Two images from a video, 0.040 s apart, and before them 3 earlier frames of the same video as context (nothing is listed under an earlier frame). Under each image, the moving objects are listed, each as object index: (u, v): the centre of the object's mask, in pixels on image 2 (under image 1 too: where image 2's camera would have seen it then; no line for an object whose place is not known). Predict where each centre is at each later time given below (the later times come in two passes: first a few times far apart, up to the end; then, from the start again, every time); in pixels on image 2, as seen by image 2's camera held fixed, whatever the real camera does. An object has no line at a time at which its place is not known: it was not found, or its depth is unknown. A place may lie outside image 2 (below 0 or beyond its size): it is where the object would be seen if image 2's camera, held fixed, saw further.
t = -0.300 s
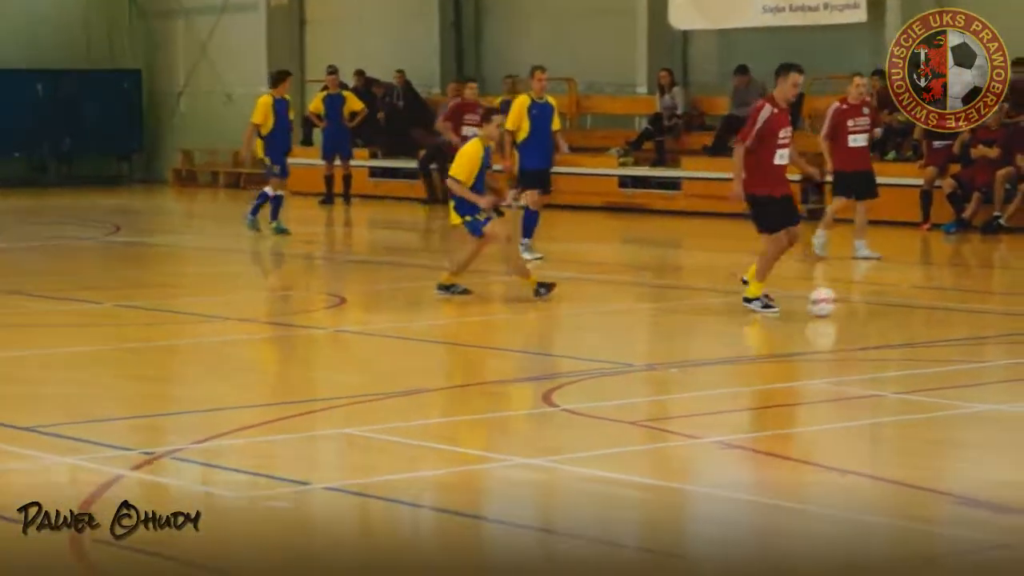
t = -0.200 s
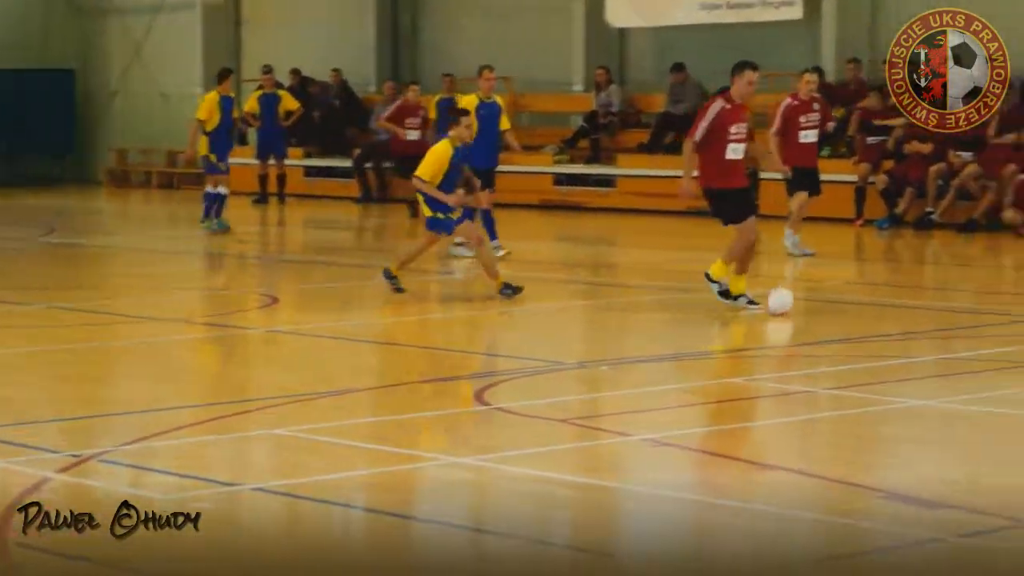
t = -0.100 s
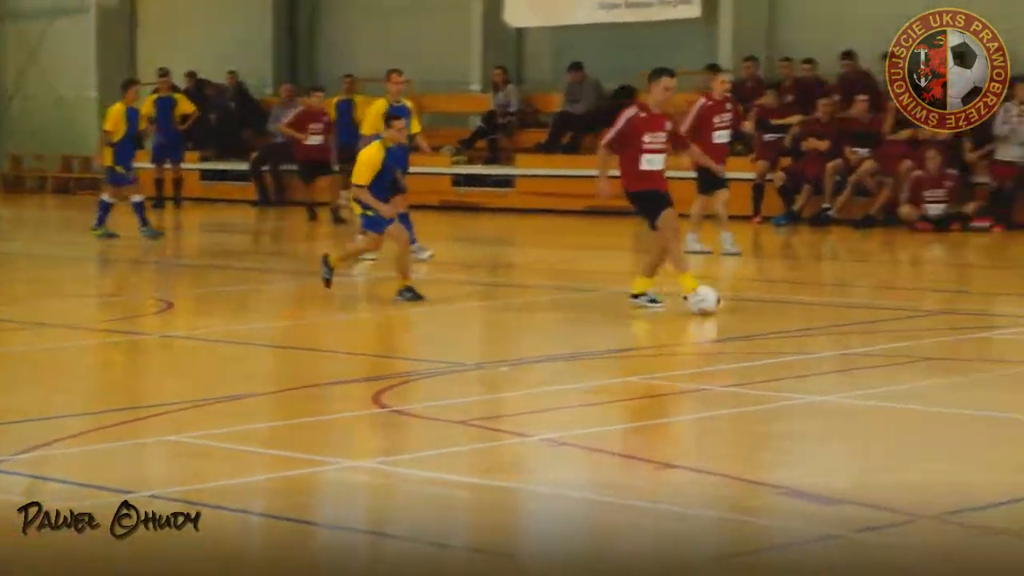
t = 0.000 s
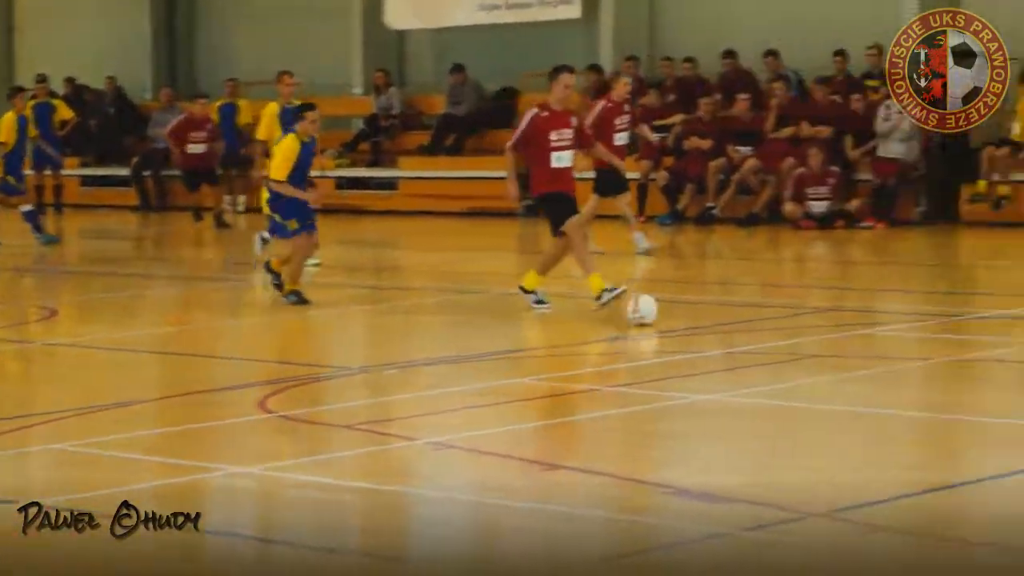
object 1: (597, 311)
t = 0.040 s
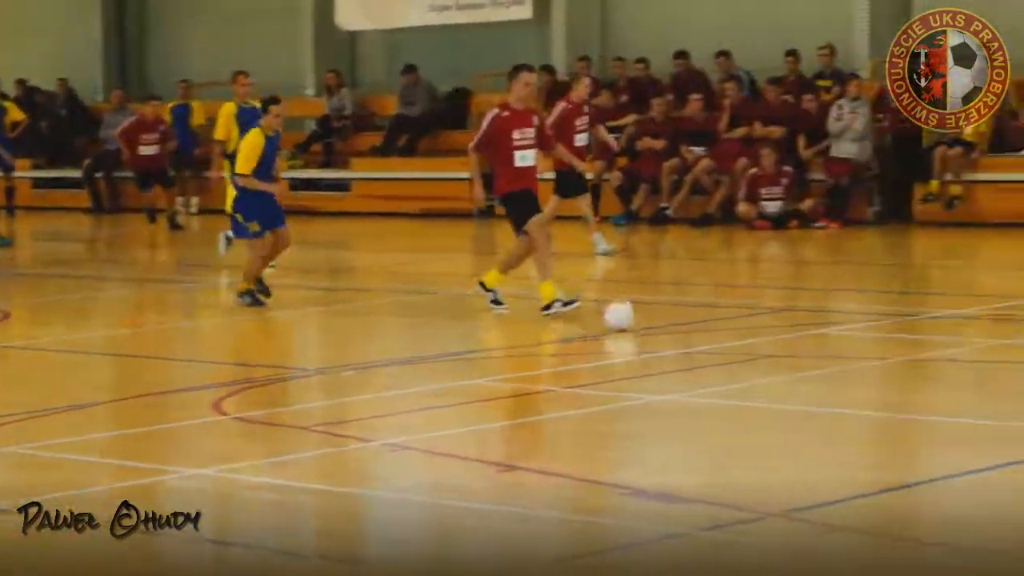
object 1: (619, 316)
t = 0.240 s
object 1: (733, 336)
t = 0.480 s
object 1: (879, 364)
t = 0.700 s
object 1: (1020, 388)
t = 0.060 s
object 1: (628, 316)
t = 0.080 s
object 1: (639, 318)
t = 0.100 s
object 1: (652, 321)
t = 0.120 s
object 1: (663, 323)
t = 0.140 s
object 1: (673, 325)
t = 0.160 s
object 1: (686, 326)
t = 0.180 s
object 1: (698, 328)
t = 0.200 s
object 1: (710, 332)
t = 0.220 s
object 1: (721, 333)
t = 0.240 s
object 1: (733, 336)
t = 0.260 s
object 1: (746, 338)
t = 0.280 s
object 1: (758, 340)
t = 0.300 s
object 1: (768, 342)
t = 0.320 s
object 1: (782, 345)
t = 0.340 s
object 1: (795, 347)
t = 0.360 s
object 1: (806, 350)
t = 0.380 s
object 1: (817, 351)
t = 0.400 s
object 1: (831, 352)
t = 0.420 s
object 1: (843, 357)
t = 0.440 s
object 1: (853, 357)
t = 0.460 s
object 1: (867, 361)
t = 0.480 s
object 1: (879, 364)
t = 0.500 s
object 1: (891, 365)
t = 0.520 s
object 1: (904, 368)
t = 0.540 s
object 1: (916, 371)
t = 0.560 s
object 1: (928, 372)
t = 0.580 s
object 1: (941, 374)
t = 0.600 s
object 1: (955, 379)
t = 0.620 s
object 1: (966, 379)
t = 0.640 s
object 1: (980, 381)
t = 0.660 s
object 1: (989, 382)
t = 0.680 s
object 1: (1006, 382)
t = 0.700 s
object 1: (1020, 388)
